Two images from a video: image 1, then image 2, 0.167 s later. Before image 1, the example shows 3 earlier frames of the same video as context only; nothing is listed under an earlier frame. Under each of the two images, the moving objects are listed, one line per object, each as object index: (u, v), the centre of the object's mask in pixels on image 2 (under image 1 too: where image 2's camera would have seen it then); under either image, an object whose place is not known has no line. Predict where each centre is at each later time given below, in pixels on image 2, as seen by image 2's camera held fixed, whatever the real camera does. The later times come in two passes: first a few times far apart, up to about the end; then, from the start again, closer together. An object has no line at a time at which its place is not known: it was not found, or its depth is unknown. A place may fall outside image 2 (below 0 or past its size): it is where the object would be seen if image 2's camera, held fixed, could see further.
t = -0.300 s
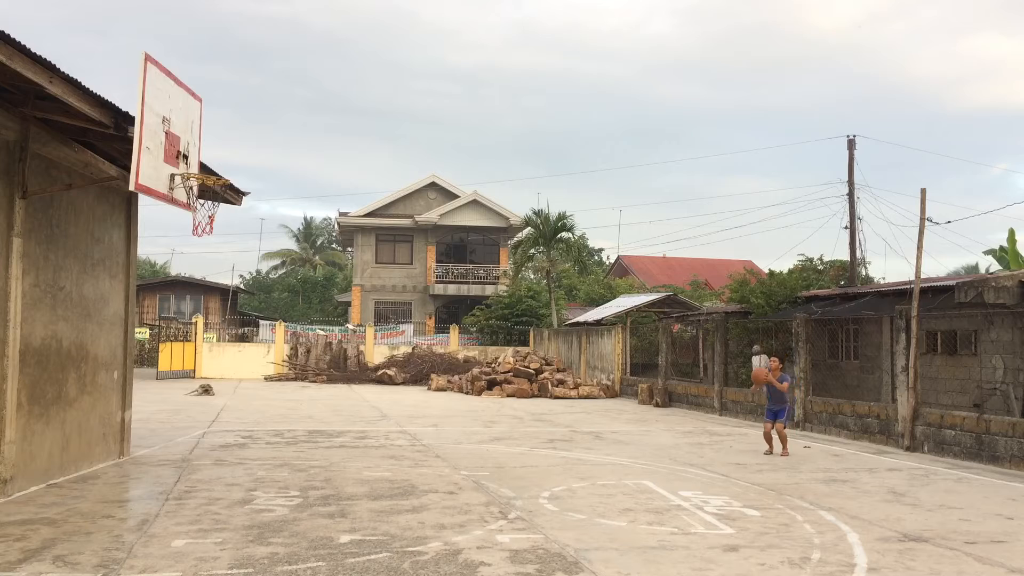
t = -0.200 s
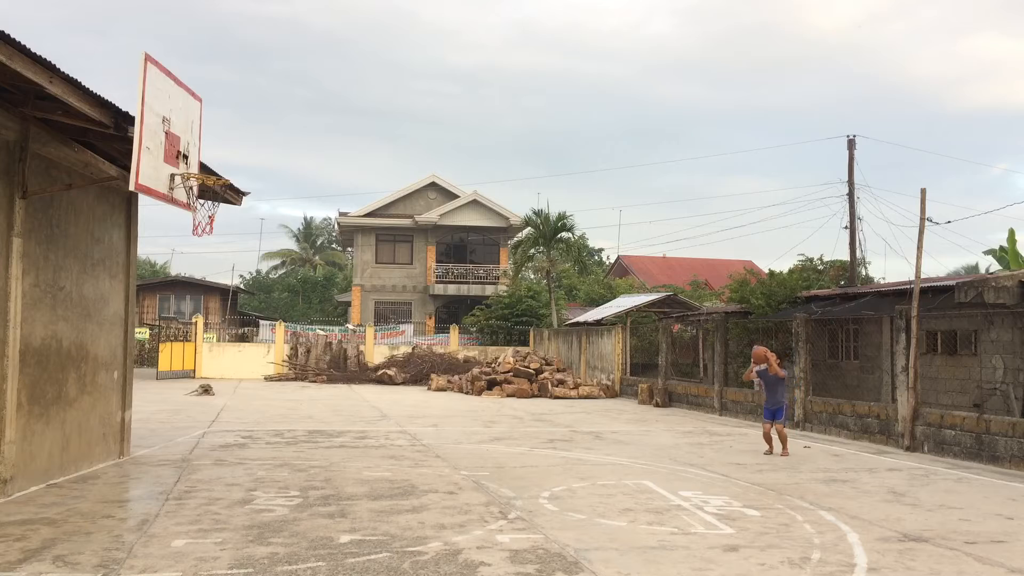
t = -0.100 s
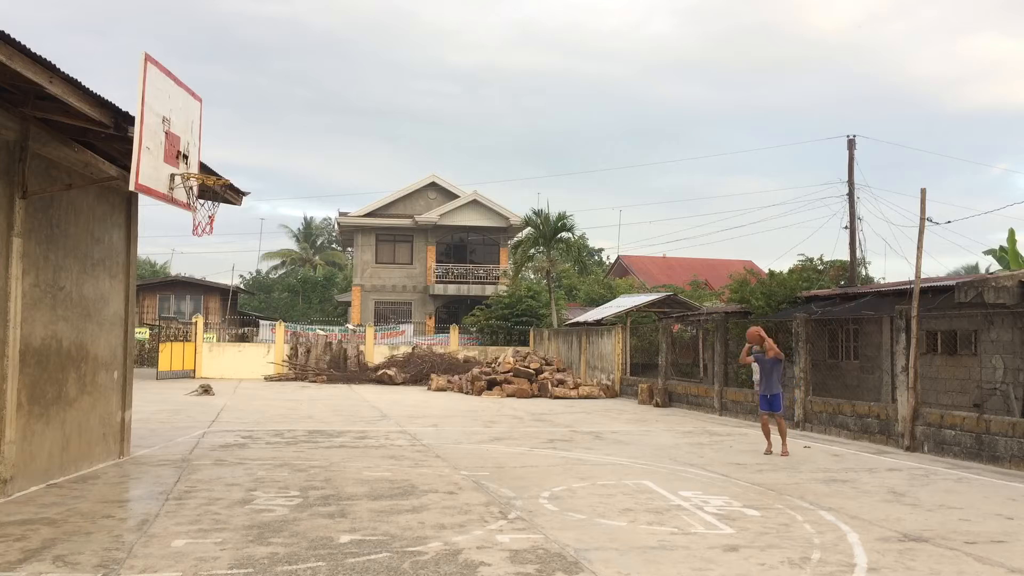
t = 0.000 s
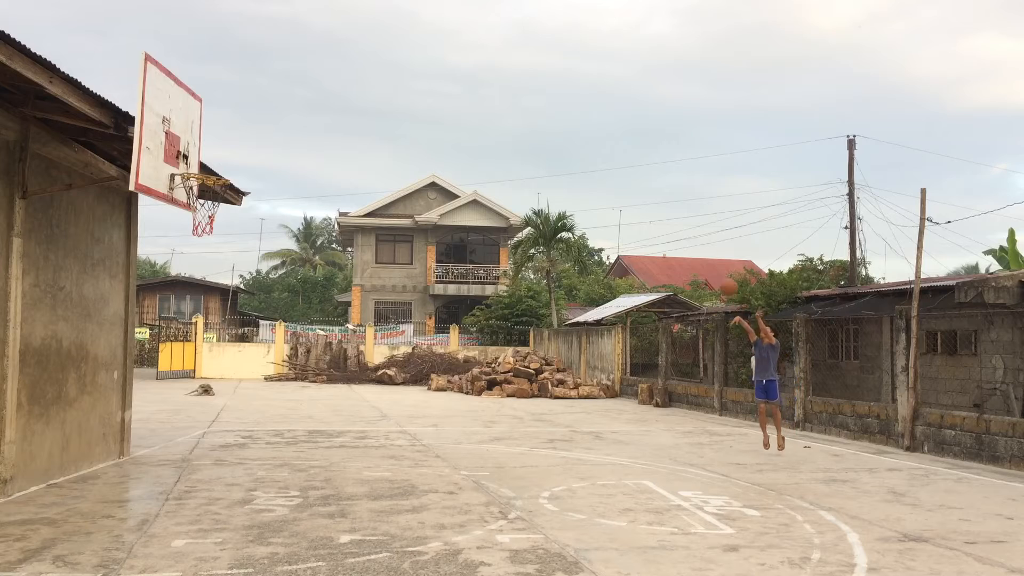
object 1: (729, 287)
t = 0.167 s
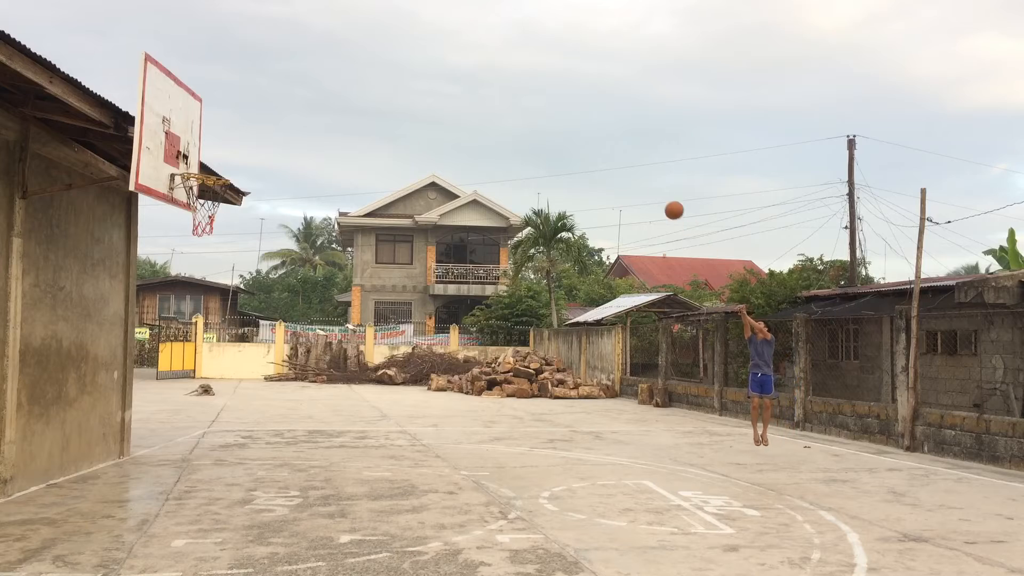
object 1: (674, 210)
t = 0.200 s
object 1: (663, 196)
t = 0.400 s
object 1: (592, 128)
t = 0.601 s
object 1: (514, 87)
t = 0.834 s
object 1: (410, 76)
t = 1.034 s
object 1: (309, 108)
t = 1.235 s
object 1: (192, 188)
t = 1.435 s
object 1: (210, 269)
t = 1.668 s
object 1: (229, 399)
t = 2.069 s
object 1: (304, 340)
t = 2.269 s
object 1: (346, 296)
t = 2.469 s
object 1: (384, 288)
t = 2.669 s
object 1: (420, 315)
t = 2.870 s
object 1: (452, 374)
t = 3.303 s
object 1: (510, 374)
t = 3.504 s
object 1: (532, 343)
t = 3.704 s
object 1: (553, 342)
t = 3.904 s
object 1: (572, 372)
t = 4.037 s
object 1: (585, 409)
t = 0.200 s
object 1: (663, 196)
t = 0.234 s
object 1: (651, 184)
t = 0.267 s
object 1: (640, 171)
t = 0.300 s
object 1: (628, 160)
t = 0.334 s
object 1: (616, 148)
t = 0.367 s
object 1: (604, 138)
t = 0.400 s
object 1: (592, 128)
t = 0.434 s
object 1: (580, 120)
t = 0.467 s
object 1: (567, 111)
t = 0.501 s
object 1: (554, 104)
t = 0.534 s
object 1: (541, 97)
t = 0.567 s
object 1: (527, 92)
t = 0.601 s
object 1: (514, 87)
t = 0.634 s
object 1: (500, 82)
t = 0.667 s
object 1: (486, 79)
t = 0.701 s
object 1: (471, 77)
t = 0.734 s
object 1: (456, 75)
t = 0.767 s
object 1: (441, 75)
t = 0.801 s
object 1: (426, 75)
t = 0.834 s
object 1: (410, 76)
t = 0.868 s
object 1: (394, 79)
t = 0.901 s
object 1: (378, 82)
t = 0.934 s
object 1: (361, 87)
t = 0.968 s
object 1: (344, 93)
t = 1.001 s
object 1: (326, 100)
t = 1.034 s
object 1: (309, 108)
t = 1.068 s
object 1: (290, 118)
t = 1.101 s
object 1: (272, 128)
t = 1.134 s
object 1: (252, 141)
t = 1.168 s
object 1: (232, 155)
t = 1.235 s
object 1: (192, 188)
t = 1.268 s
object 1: (193, 202)
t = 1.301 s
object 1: (197, 217)
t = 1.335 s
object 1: (200, 228)
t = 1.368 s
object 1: (203, 241)
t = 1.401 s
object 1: (207, 254)
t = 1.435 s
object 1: (210, 269)
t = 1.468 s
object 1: (213, 285)
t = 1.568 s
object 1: (221, 337)
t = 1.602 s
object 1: (224, 357)
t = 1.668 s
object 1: (229, 399)
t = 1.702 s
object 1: (232, 421)
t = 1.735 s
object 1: (234, 445)
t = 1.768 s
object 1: (235, 469)
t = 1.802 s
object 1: (242, 466)
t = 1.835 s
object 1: (250, 446)
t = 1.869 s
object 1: (258, 427)
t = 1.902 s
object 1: (267, 409)
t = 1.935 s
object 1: (275, 393)
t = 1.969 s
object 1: (282, 378)
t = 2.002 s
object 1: (290, 364)
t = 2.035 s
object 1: (297, 352)
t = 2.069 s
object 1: (304, 340)
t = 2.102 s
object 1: (312, 330)
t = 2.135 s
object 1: (319, 321)
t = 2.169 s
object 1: (326, 313)
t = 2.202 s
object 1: (333, 306)
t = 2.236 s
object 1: (340, 300)
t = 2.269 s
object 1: (346, 296)
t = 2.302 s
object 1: (353, 292)
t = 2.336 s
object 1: (360, 289)
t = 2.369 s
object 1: (365, 288)
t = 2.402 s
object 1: (372, 287)
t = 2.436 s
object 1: (378, 287)
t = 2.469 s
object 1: (384, 288)
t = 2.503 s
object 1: (390, 290)
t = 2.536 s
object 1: (397, 293)
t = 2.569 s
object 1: (403, 297)
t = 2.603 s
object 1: (409, 302)
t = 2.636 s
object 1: (414, 308)
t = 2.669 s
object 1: (420, 315)
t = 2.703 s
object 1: (426, 322)
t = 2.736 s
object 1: (431, 331)
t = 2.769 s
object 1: (436, 340)
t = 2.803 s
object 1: (442, 351)
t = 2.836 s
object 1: (448, 362)
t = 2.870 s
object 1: (452, 374)
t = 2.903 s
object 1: (458, 387)
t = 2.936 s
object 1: (462, 401)
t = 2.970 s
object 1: (468, 415)
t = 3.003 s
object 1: (473, 431)
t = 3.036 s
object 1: (478, 447)
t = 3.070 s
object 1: (482, 455)
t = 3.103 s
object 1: (487, 441)
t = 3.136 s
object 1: (491, 427)
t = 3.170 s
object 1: (495, 415)
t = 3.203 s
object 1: (498, 403)
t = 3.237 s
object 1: (503, 393)
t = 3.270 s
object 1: (507, 383)
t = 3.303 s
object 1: (510, 374)
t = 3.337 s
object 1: (514, 367)
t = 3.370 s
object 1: (517, 360)
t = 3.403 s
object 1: (521, 355)
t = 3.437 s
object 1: (525, 349)
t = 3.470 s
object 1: (528, 346)
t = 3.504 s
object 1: (532, 343)
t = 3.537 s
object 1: (535, 340)
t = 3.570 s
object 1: (539, 339)
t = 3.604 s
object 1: (543, 338)
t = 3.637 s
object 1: (546, 339)
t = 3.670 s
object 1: (549, 340)
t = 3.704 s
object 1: (553, 342)
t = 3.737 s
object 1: (557, 345)
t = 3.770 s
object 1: (560, 349)
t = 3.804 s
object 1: (563, 353)
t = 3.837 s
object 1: (566, 359)
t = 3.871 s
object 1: (569, 365)
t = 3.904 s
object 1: (572, 372)
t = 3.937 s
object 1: (576, 380)
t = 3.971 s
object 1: (579, 389)
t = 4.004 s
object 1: (582, 398)
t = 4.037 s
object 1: (585, 409)
